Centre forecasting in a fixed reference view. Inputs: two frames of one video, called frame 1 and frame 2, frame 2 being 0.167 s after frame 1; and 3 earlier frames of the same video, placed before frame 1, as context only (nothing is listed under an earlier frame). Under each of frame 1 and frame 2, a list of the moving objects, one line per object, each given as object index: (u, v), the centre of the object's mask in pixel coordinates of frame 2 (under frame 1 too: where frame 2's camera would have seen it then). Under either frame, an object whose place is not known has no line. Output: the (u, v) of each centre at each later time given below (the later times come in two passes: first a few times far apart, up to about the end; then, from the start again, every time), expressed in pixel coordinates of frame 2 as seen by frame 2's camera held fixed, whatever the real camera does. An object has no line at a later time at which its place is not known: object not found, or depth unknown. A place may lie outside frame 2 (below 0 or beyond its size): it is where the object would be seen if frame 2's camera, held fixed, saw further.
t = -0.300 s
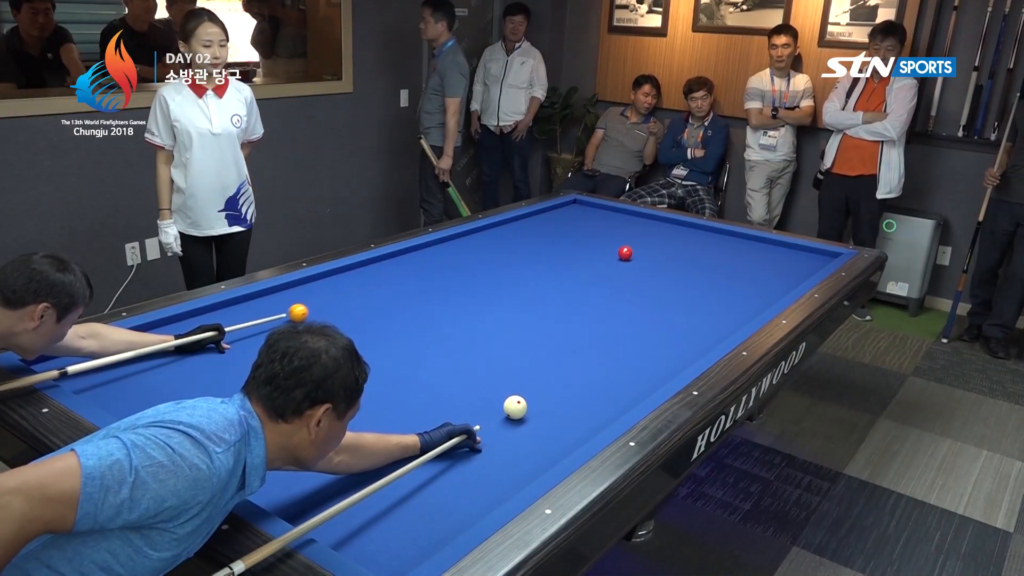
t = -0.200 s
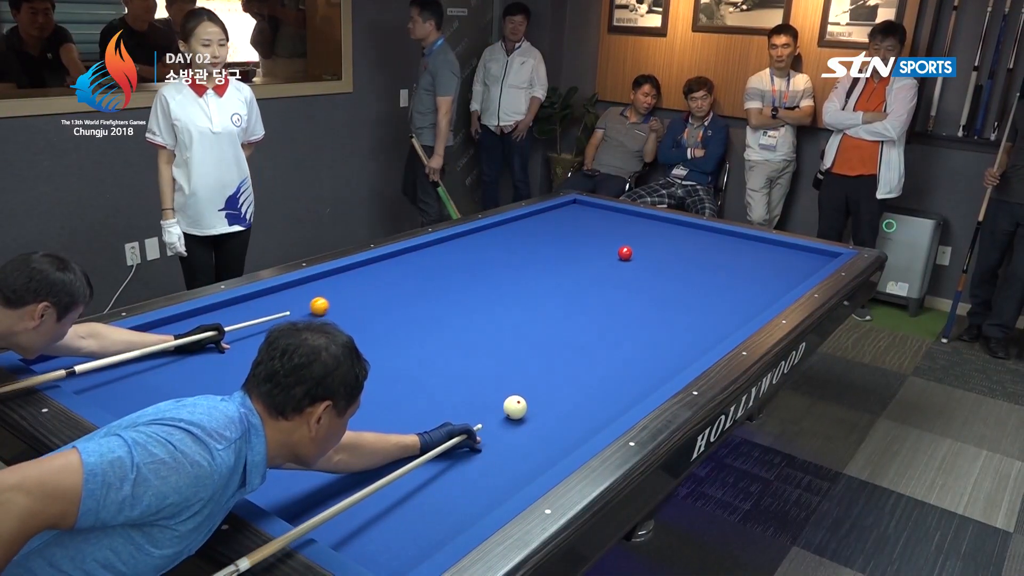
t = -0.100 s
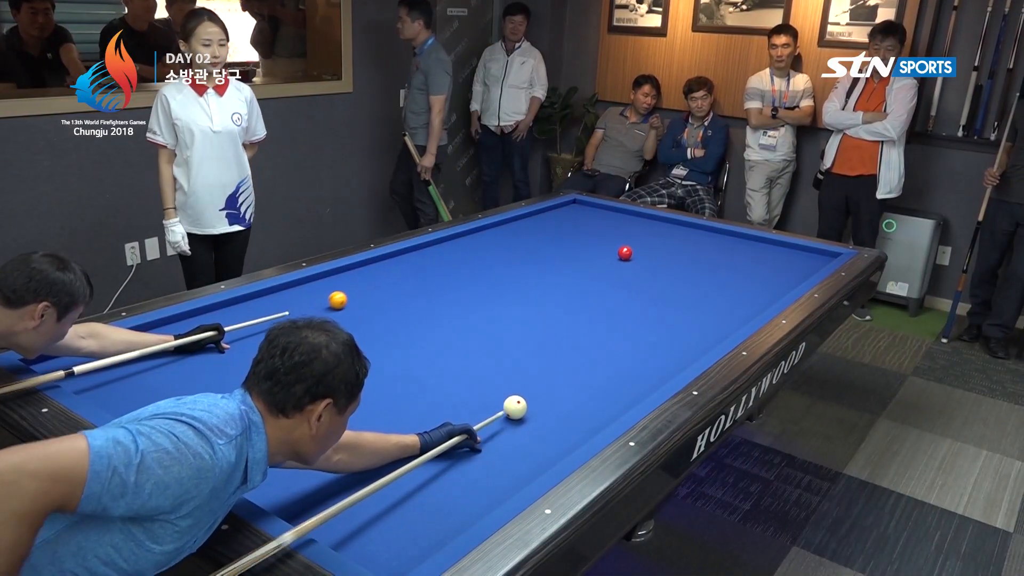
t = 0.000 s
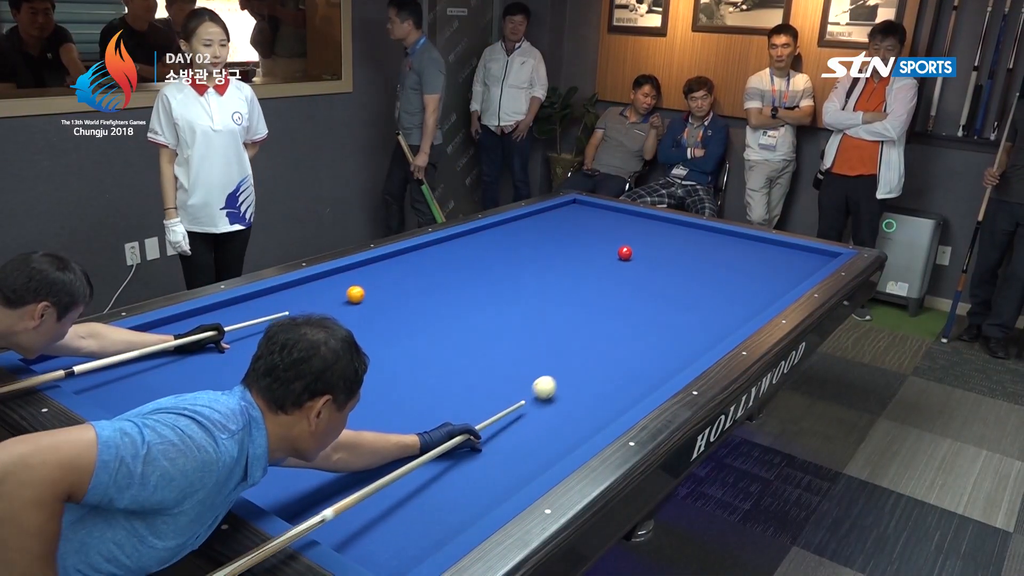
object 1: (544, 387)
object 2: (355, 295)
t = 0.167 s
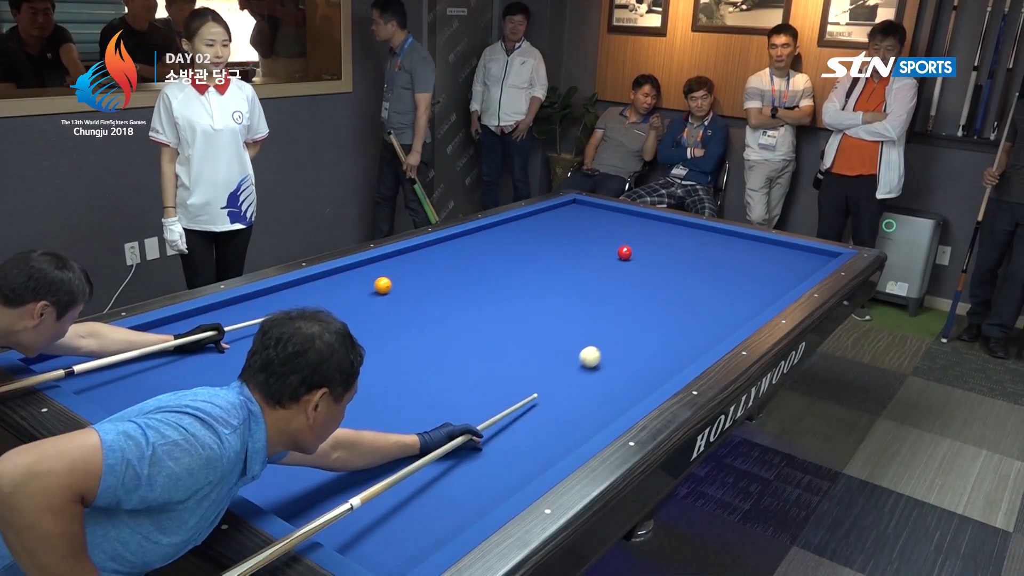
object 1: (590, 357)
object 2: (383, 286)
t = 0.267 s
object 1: (612, 343)
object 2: (398, 281)
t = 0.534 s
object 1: (660, 310)
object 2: (436, 268)
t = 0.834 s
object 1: (704, 281)
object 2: (473, 256)
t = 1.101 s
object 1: (735, 261)
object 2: (504, 247)
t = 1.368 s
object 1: (762, 243)
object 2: (531, 238)
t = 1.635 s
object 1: (749, 248)
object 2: (555, 230)
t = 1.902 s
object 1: (729, 257)
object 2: (578, 223)
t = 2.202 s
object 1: (705, 267)
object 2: (600, 216)
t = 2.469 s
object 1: (681, 277)
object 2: (618, 210)
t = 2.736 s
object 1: (657, 288)
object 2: (609, 213)
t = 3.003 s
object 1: (630, 299)
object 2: (598, 217)
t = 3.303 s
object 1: (599, 313)
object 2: (587, 220)
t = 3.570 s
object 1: (568, 326)
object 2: (577, 224)
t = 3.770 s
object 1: (544, 337)
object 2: (570, 226)
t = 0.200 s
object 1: (598, 352)
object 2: (388, 284)
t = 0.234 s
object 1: (605, 347)
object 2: (393, 282)
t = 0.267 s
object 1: (612, 343)
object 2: (398, 281)
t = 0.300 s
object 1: (618, 338)
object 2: (403, 279)
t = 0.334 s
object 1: (625, 334)
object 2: (408, 278)
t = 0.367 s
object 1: (631, 330)
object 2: (413, 276)
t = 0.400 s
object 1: (637, 326)
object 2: (418, 274)
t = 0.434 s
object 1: (643, 322)
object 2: (422, 273)
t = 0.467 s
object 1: (649, 318)
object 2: (427, 271)
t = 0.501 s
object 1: (655, 314)
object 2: (432, 270)
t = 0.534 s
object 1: (660, 310)
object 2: (436, 268)
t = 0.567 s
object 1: (665, 307)
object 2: (440, 267)
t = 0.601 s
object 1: (671, 303)
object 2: (445, 265)
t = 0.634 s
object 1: (676, 300)
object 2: (449, 264)
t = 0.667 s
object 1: (681, 297)
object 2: (453, 263)
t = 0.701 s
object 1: (686, 293)
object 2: (457, 261)
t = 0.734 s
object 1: (690, 290)
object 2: (462, 260)
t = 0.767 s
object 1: (695, 287)
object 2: (465, 259)
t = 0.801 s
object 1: (699, 285)
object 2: (470, 258)
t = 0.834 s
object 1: (704, 281)
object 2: (473, 256)
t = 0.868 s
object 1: (708, 279)
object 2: (477, 255)
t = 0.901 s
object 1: (712, 276)
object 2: (481, 254)
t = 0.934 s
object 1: (716, 273)
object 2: (485, 253)
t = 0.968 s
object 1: (720, 270)
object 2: (489, 251)
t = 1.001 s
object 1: (724, 268)
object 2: (493, 250)
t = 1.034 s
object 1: (728, 265)
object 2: (496, 249)
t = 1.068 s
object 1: (732, 263)
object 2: (500, 248)
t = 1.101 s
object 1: (735, 261)
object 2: (504, 247)
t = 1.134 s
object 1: (739, 258)
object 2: (507, 245)
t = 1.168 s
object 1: (742, 256)
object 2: (511, 244)
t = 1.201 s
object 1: (746, 254)
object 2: (514, 243)
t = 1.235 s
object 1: (749, 252)
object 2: (518, 242)
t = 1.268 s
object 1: (753, 249)
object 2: (520, 241)
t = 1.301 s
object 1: (756, 247)
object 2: (523, 237)
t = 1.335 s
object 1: (759, 245)
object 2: (528, 239)
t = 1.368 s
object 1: (762, 243)
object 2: (531, 238)
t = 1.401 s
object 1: (765, 241)
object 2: (534, 237)
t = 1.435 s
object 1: (766, 240)
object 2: (537, 236)
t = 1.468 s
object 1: (763, 241)
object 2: (540, 235)
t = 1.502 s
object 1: (760, 243)
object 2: (544, 234)
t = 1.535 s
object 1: (757, 244)
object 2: (546, 233)
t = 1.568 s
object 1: (754, 246)
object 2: (549, 232)
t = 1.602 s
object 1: (751, 247)
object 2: (552, 231)
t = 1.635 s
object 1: (749, 248)
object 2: (555, 230)
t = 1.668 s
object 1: (746, 249)
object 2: (558, 229)
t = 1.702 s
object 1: (744, 250)
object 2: (561, 228)
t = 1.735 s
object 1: (741, 251)
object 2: (564, 227)
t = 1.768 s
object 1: (739, 252)
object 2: (567, 226)
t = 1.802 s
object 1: (736, 253)
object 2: (569, 225)
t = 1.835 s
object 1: (734, 254)
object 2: (572, 225)
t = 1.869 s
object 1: (731, 255)
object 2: (575, 224)
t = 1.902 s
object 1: (729, 257)
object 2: (578, 223)
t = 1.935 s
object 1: (726, 258)
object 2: (580, 222)
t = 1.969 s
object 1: (723, 259)
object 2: (583, 221)
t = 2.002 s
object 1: (721, 260)
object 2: (585, 220)
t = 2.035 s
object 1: (718, 261)
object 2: (588, 220)
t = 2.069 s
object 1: (715, 262)
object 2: (591, 219)
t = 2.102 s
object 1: (713, 264)
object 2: (593, 218)
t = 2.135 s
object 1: (710, 265)
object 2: (595, 217)
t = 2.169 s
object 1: (707, 266)
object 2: (598, 216)
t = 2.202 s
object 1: (705, 267)
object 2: (600, 216)
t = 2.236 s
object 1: (702, 268)
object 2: (603, 215)
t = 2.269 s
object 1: (699, 270)
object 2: (605, 214)
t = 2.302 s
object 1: (696, 271)
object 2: (608, 213)
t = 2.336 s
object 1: (693, 272)
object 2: (610, 212)
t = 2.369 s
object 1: (690, 273)
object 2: (612, 212)
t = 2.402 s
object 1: (687, 275)
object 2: (614, 211)
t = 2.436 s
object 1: (684, 276)
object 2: (616, 210)
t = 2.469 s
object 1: (681, 277)
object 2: (618, 210)
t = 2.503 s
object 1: (678, 278)
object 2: (618, 210)
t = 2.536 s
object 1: (675, 280)
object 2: (616, 210)
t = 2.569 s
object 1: (672, 281)
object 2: (615, 211)
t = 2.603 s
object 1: (669, 282)
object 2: (614, 211)
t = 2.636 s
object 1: (666, 284)
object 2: (612, 212)
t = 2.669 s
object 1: (663, 285)
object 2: (611, 212)
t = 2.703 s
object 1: (660, 286)
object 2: (610, 212)
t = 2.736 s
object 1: (657, 288)
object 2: (609, 213)
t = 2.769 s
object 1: (654, 289)
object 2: (607, 213)
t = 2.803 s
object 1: (650, 291)
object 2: (606, 214)
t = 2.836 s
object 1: (647, 292)
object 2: (605, 214)
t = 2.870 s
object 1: (644, 293)
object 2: (604, 215)
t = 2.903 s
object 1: (641, 295)
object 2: (602, 215)
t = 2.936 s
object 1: (637, 296)
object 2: (601, 215)
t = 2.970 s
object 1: (634, 298)
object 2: (600, 216)
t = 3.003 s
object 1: (630, 299)
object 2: (598, 217)
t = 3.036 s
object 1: (627, 301)
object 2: (597, 217)
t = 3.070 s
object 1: (624, 302)
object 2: (596, 217)
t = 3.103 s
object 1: (620, 304)
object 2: (595, 218)
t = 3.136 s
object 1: (616, 305)
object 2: (593, 218)
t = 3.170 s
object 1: (613, 307)
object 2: (592, 219)
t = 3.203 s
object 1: (609, 308)
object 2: (591, 219)
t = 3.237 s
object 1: (606, 310)
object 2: (589, 219)
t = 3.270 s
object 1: (602, 311)
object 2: (588, 220)
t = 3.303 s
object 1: (599, 313)
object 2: (587, 220)
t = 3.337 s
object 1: (595, 315)
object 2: (586, 221)
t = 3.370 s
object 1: (591, 316)
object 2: (584, 221)
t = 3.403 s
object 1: (587, 318)
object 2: (583, 222)
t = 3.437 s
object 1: (584, 320)
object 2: (582, 222)
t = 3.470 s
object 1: (580, 321)
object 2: (581, 223)
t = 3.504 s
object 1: (576, 323)
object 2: (579, 223)
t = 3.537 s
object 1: (572, 325)
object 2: (578, 224)
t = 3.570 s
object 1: (568, 326)
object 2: (577, 224)
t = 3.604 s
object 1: (564, 328)
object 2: (576, 224)
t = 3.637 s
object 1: (560, 330)
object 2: (574, 225)
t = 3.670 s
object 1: (556, 332)
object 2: (573, 225)
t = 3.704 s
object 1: (552, 334)
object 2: (572, 226)
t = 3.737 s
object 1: (548, 336)
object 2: (571, 226)
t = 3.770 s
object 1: (544, 337)
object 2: (570, 226)
